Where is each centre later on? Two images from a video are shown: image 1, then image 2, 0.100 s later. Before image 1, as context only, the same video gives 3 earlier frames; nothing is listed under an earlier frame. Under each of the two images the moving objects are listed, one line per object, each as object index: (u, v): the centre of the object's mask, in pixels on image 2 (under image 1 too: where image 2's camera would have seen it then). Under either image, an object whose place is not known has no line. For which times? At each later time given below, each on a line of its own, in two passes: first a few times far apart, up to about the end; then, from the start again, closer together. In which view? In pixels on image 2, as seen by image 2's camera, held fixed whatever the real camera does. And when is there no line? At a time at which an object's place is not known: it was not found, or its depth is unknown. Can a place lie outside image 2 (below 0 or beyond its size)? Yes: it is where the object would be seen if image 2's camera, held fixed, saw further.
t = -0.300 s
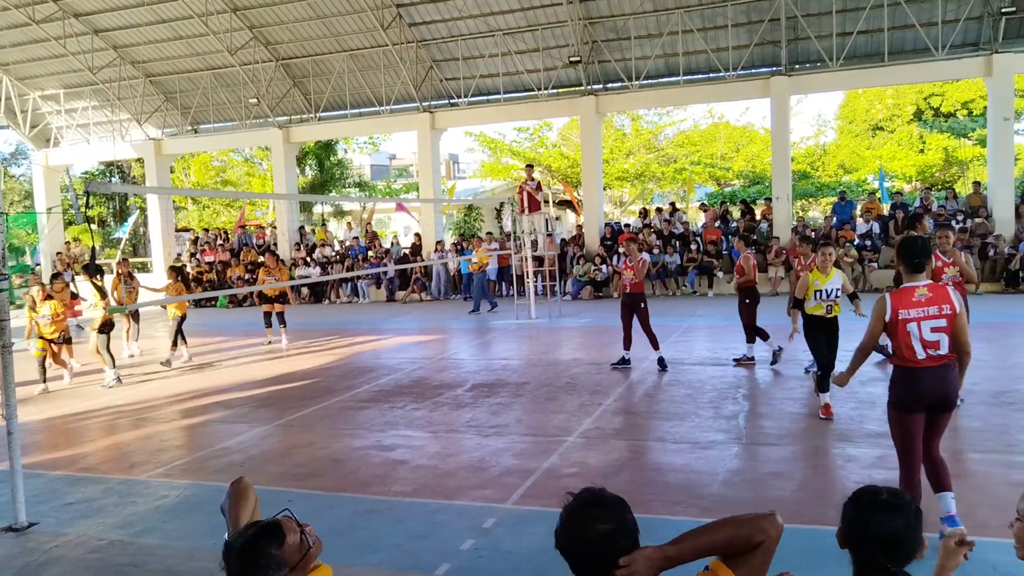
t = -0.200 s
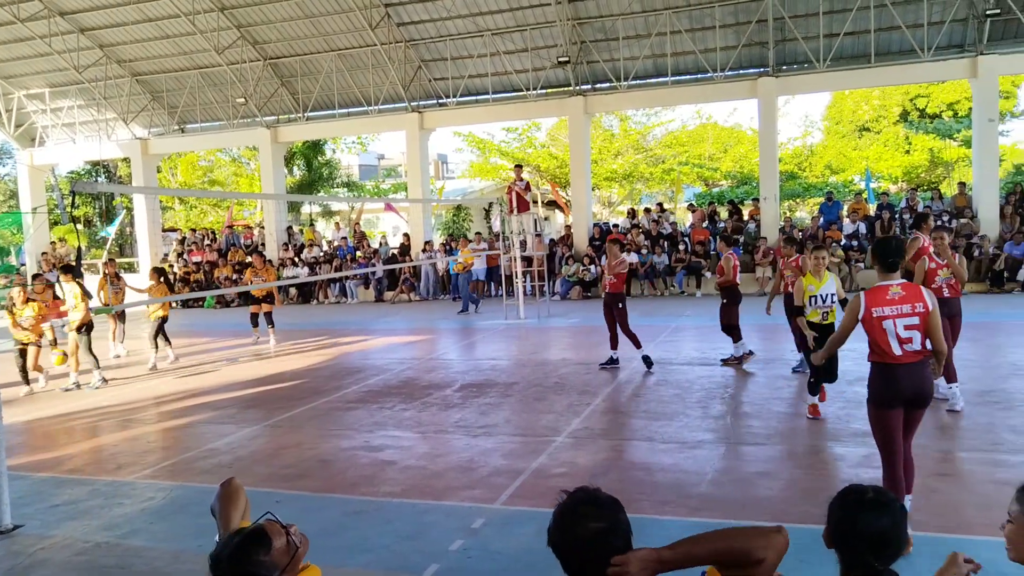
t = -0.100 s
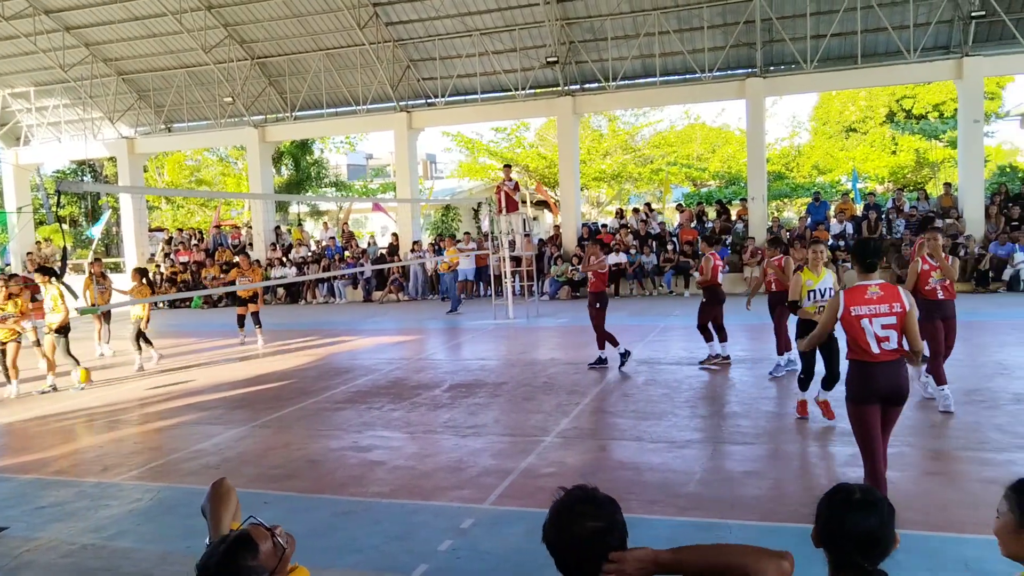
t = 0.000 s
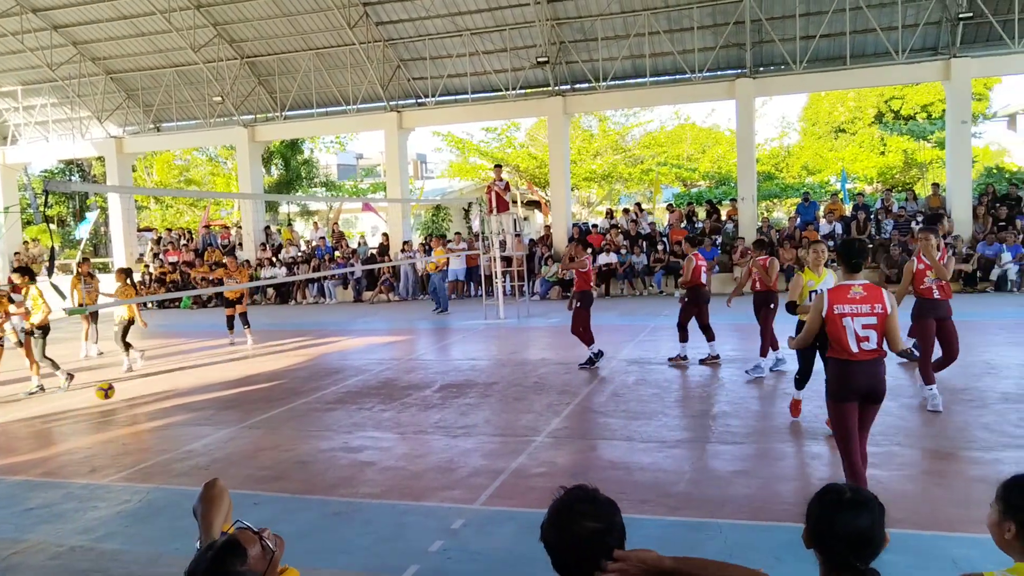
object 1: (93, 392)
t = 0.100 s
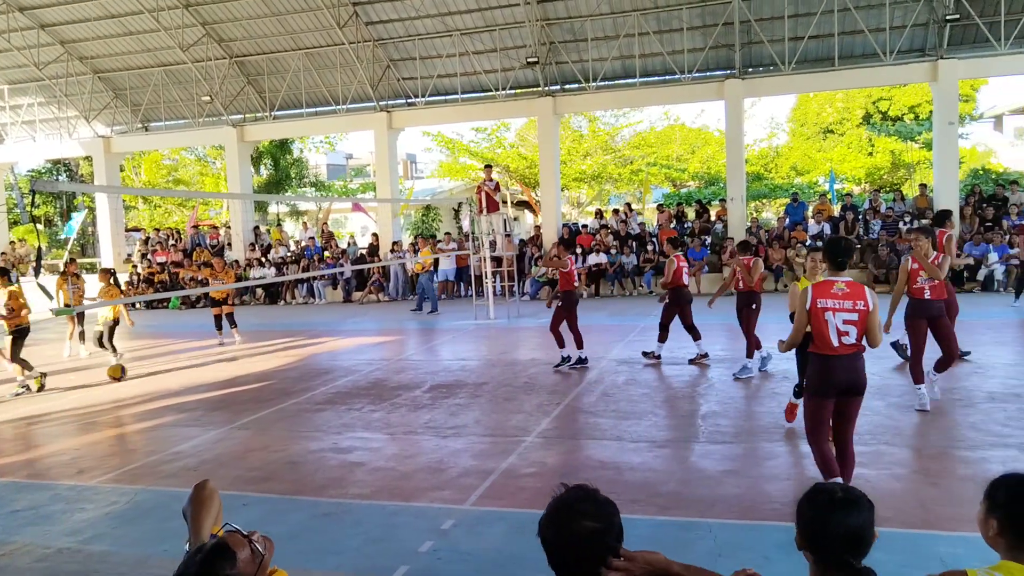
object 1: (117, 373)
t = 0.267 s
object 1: (160, 358)
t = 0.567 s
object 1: (245, 397)
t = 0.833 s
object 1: (321, 369)
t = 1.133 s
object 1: (413, 395)
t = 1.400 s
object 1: (495, 377)
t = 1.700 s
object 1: (594, 387)
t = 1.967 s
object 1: (688, 400)
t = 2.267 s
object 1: (793, 386)
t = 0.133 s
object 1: (125, 368)
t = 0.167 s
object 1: (134, 364)
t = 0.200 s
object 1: (143, 361)
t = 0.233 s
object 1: (151, 360)
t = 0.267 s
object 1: (160, 358)
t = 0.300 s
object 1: (169, 359)
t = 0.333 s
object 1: (179, 360)
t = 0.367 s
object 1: (187, 362)
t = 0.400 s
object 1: (197, 365)
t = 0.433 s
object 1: (206, 369)
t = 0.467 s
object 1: (216, 375)
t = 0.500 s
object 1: (226, 381)
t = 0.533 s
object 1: (235, 388)
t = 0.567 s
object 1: (245, 397)
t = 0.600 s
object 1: (254, 395)
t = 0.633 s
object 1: (264, 388)
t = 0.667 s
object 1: (273, 383)
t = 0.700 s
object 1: (282, 378)
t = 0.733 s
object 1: (292, 374)
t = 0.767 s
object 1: (300, 372)
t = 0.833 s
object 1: (321, 369)
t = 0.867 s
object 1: (331, 370)
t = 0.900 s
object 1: (340, 371)
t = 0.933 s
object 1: (350, 374)
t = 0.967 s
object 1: (360, 377)
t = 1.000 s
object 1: (371, 382)
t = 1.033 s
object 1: (381, 388)
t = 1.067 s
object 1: (392, 395)
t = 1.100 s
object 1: (403, 401)
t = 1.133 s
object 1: (413, 395)
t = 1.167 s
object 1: (422, 388)
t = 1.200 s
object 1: (432, 384)
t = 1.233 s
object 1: (442, 380)
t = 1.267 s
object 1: (452, 377)
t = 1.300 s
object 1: (463, 375)
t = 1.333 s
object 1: (473, 375)
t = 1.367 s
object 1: (483, 374)
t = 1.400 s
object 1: (495, 377)
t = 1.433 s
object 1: (506, 379)
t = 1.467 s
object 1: (517, 383)
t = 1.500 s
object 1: (528, 388)
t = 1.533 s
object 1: (539, 394)
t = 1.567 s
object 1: (551, 402)
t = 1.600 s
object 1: (562, 401)
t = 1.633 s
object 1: (573, 396)
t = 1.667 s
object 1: (584, 390)
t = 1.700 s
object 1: (594, 387)
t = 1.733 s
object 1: (605, 385)
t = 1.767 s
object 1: (617, 383)
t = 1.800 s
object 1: (626, 384)
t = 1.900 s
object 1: (667, 388)
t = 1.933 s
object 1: (676, 395)
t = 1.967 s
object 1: (688, 400)
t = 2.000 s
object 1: (700, 407)
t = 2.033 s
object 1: (711, 400)
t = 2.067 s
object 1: (722, 394)
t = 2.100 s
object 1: (734, 390)
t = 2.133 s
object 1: (746, 387)
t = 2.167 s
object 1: (757, 385)
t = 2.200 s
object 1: (769, 384)
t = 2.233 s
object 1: (781, 385)
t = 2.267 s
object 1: (793, 386)
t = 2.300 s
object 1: (805, 389)
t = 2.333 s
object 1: (817, 394)
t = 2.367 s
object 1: (829, 399)
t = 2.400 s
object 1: (841, 406)
